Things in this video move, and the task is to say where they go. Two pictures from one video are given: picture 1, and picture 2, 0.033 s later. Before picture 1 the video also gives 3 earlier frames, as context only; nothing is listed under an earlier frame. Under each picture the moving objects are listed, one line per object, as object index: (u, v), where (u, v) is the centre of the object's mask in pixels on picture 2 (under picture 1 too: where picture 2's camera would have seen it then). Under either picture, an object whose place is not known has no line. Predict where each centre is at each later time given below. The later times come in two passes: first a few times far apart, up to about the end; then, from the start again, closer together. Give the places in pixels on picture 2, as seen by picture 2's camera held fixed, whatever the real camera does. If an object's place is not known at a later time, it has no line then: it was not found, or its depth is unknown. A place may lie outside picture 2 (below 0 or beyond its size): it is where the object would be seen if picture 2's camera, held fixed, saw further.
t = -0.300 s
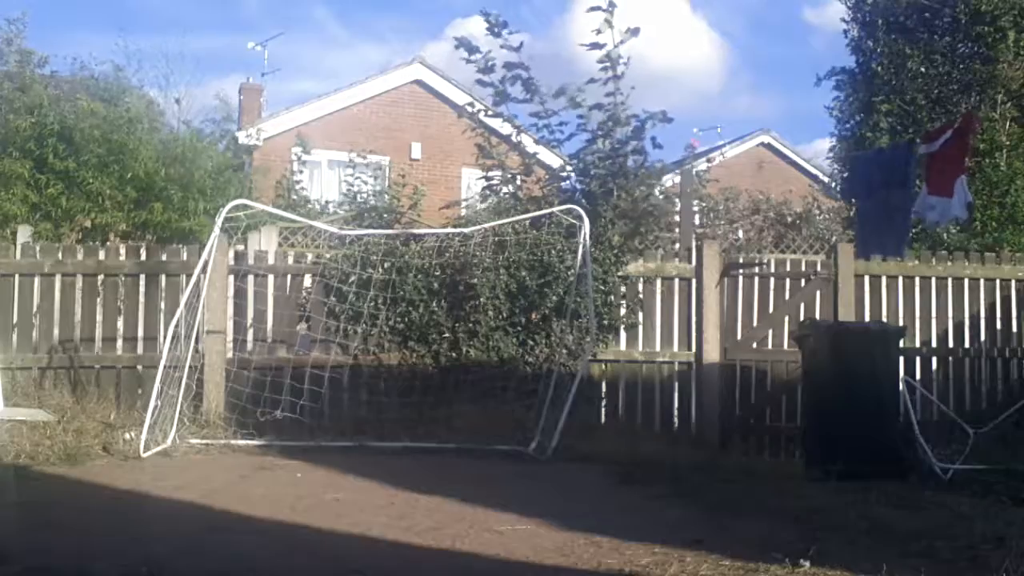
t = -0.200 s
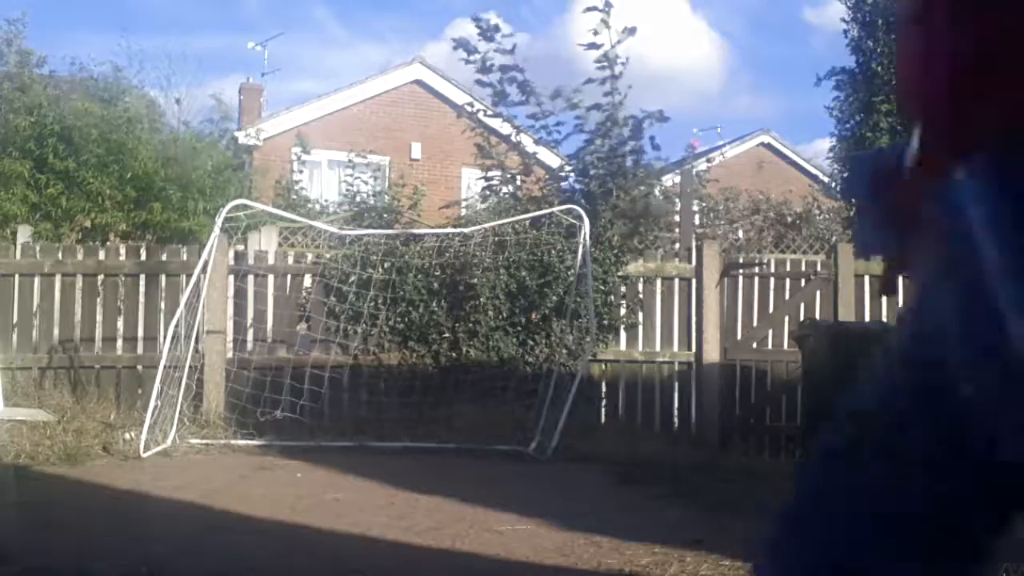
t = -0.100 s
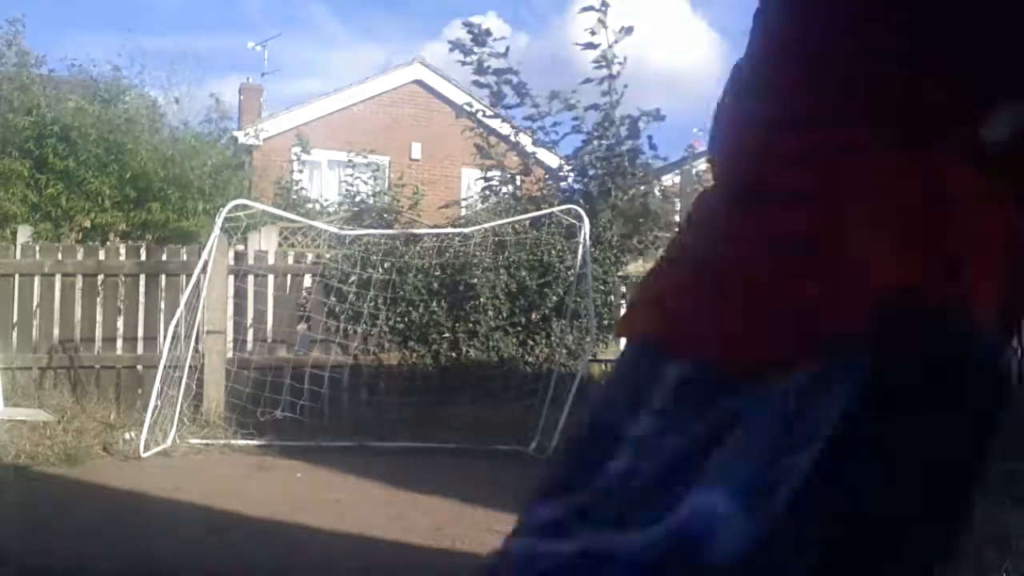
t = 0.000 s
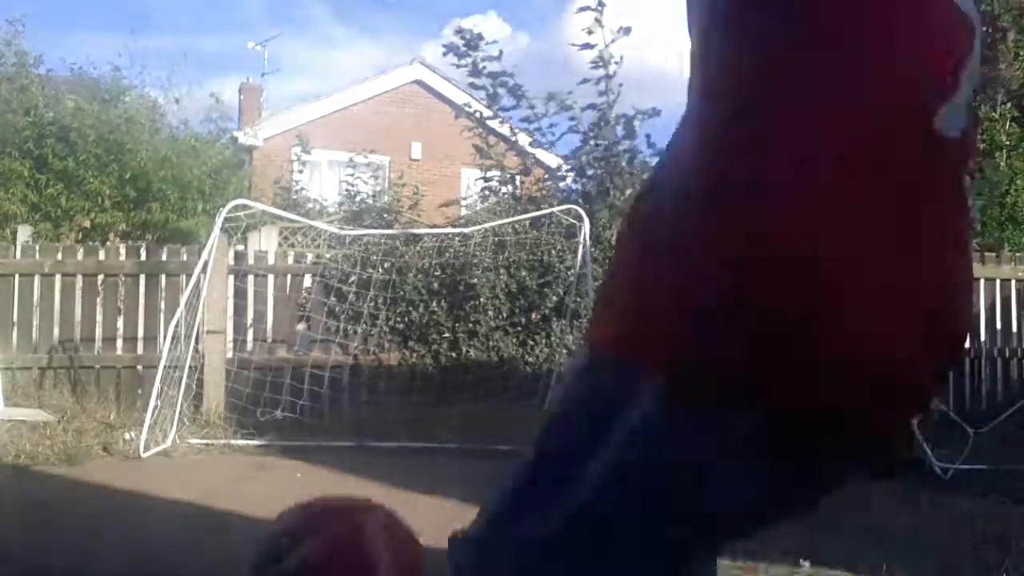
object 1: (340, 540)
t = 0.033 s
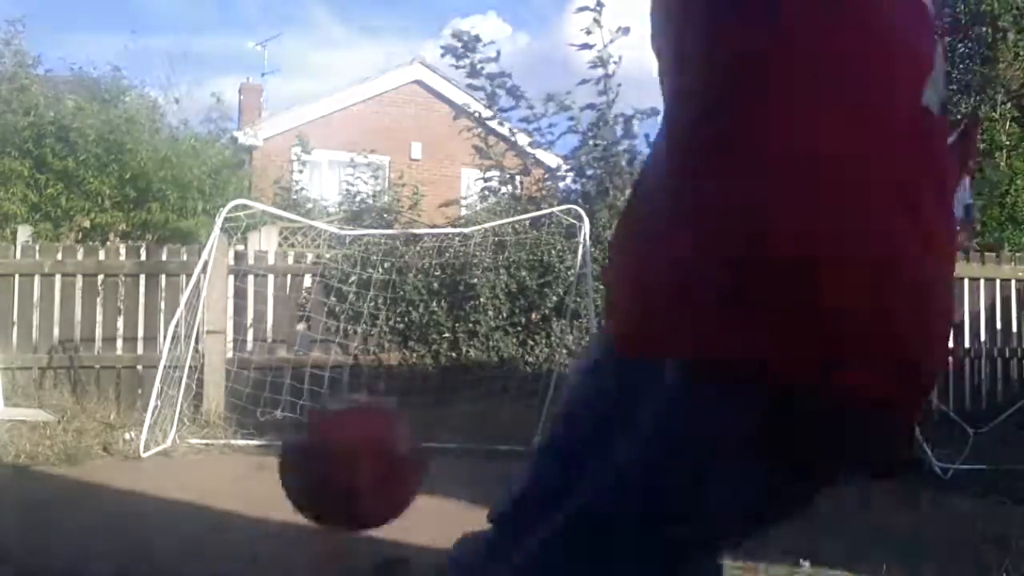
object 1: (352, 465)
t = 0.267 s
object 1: (403, 227)
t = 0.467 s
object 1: (417, 241)
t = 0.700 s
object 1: (422, 314)
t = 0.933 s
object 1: (381, 408)
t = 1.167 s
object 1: (360, 341)
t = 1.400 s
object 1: (335, 365)
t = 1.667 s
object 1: (300, 409)
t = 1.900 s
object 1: (269, 403)
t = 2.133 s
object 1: (234, 444)
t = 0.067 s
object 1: (365, 385)
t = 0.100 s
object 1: (373, 331)
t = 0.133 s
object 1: (383, 290)
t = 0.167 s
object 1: (388, 265)
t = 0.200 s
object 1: (395, 245)
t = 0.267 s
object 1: (403, 227)
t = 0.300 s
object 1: (406, 225)
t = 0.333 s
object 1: (409, 223)
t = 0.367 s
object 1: (411, 225)
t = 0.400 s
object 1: (414, 228)
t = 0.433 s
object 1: (416, 232)
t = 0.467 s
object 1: (417, 241)
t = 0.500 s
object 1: (422, 247)
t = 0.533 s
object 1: (424, 258)
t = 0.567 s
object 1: (422, 263)
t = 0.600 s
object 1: (424, 279)
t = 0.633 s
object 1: (426, 289)
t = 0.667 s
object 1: (426, 301)
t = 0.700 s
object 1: (422, 314)
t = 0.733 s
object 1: (418, 326)
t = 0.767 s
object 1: (412, 349)
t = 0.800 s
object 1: (403, 372)
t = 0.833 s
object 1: (393, 412)
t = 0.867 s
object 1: (387, 424)
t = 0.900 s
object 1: (387, 424)
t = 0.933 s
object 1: (381, 408)
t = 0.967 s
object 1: (381, 400)
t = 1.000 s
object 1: (381, 396)
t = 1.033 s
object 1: (378, 385)
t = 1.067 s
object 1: (369, 360)
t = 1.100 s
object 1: (368, 354)
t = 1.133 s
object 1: (363, 346)
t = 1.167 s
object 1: (360, 341)
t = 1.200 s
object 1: (357, 339)
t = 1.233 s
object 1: (352, 338)
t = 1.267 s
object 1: (349, 339)
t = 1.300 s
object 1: (345, 343)
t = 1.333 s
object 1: (343, 346)
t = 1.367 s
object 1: (340, 356)
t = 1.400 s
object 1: (335, 365)
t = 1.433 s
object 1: (329, 376)
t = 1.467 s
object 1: (324, 392)
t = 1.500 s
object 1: (317, 410)
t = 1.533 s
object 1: (313, 427)
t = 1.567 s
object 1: (311, 446)
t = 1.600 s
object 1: (304, 435)
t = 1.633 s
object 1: (302, 421)
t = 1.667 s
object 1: (300, 409)
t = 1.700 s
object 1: (297, 402)
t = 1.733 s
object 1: (292, 396)
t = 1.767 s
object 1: (289, 393)
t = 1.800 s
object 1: (283, 392)
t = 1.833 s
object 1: (281, 390)
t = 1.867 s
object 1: (278, 392)
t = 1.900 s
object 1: (269, 403)
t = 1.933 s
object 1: (266, 409)
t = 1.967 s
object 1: (263, 412)
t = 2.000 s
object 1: (258, 423)
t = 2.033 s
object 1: (252, 435)
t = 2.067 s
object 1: (245, 454)
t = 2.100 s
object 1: (241, 452)
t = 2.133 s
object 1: (234, 444)
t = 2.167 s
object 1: (229, 437)
